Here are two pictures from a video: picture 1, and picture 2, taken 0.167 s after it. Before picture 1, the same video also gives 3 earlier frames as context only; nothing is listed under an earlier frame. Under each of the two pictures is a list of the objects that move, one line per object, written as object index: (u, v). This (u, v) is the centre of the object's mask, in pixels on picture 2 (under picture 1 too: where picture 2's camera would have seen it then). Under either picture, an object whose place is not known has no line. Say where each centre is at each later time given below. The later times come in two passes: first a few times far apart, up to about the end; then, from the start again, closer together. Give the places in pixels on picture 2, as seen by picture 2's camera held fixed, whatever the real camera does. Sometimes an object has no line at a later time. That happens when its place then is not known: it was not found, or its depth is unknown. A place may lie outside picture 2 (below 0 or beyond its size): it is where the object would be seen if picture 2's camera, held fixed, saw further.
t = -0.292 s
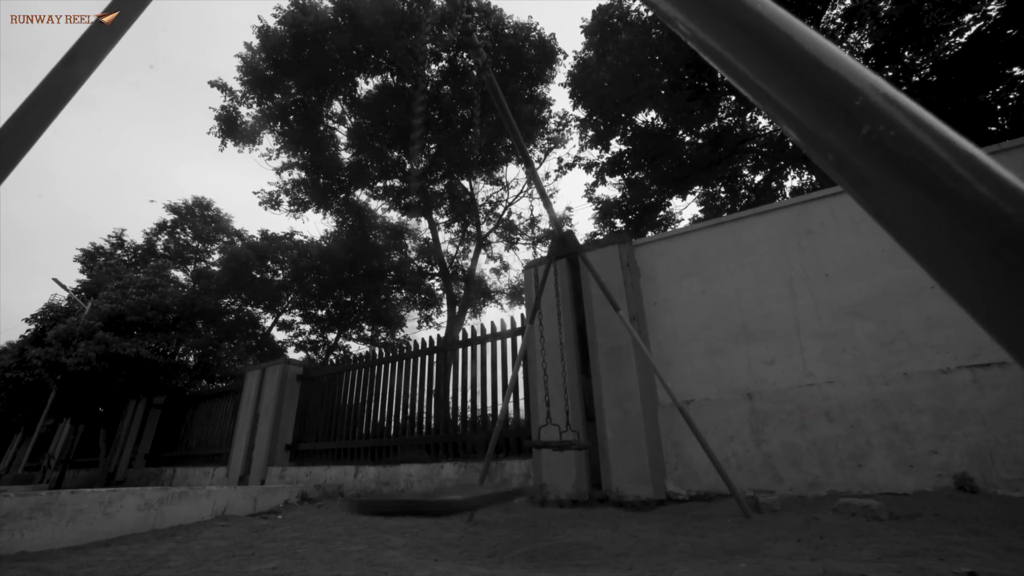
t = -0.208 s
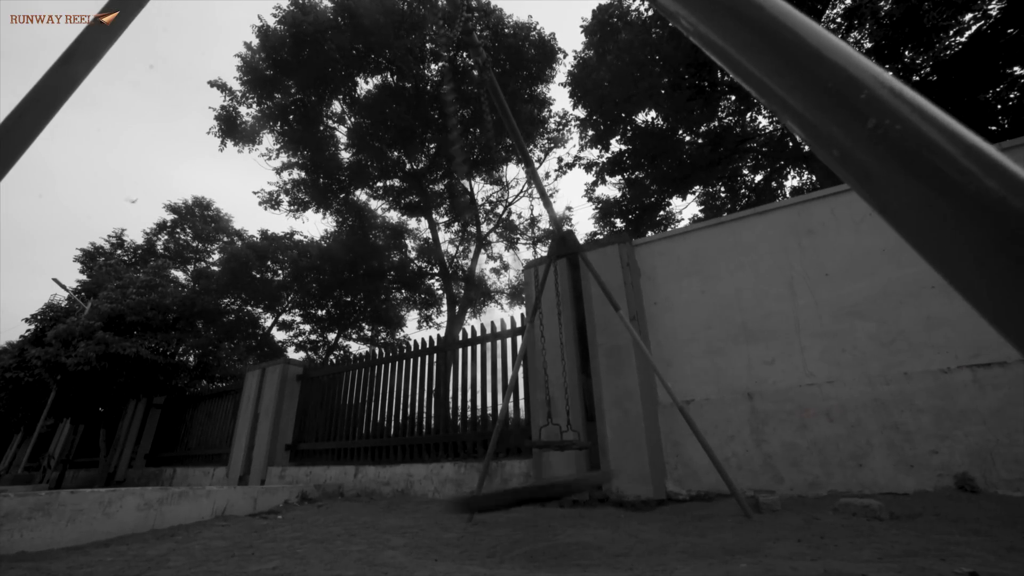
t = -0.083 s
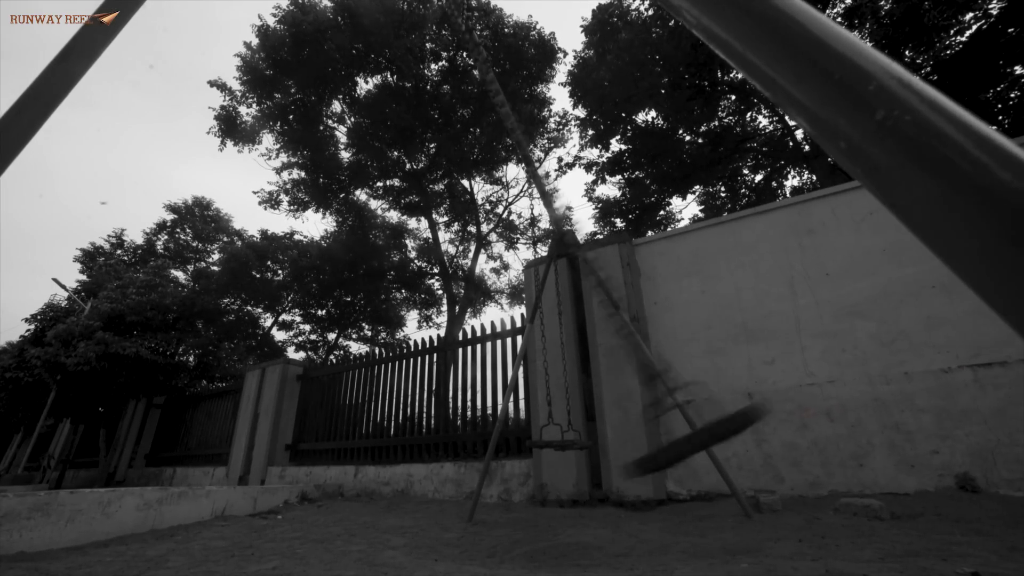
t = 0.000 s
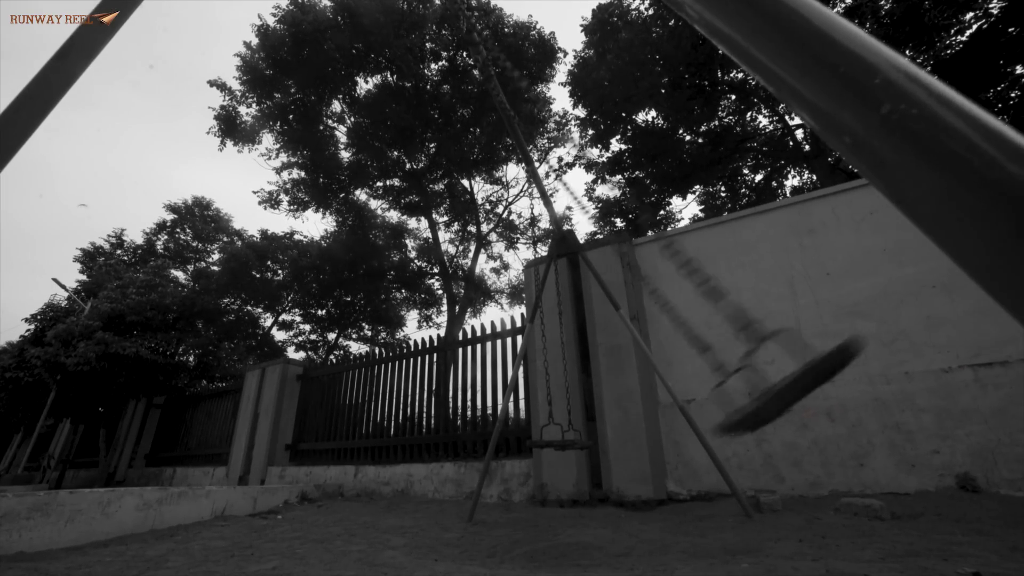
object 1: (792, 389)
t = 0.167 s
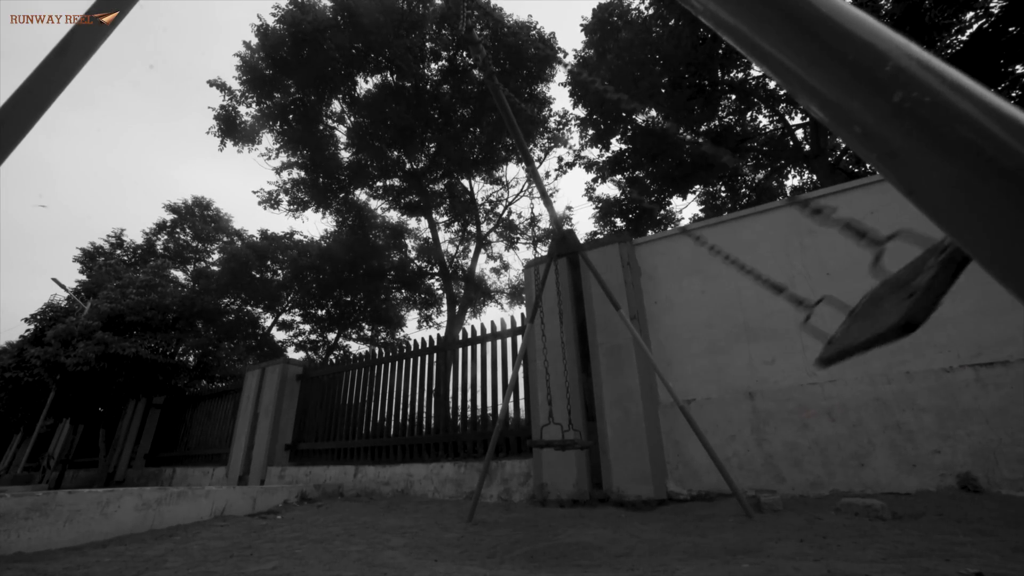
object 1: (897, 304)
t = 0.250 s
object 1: (917, 282)
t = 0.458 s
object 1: (930, 265)
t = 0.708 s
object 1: (894, 315)
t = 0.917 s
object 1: (674, 452)
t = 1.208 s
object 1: (313, 489)
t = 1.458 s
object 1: (167, 411)
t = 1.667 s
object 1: (123, 365)
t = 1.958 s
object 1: (128, 365)
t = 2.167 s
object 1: (186, 414)
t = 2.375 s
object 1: (296, 481)
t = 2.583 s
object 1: (501, 499)
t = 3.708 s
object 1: (715, 438)
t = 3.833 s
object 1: (506, 498)
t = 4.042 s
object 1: (284, 483)
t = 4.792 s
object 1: (118, 370)
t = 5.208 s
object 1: (304, 489)
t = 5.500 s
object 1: (668, 459)
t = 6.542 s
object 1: (657, 460)
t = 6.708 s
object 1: (420, 494)
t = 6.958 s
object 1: (235, 426)
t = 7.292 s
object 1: (165, 368)
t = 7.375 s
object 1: (164, 374)
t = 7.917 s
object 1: (291, 457)
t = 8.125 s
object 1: (440, 475)
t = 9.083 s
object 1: (659, 428)
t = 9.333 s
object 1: (430, 476)
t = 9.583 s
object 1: (325, 490)
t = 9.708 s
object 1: (299, 461)
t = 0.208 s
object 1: (909, 292)
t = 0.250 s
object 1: (917, 282)
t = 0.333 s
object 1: (925, 270)
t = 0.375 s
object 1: (927, 266)
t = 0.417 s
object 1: (928, 265)
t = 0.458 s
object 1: (930, 265)
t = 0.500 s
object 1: (930, 267)
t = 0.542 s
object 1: (930, 270)
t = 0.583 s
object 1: (927, 276)
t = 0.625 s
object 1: (920, 285)
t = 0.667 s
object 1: (911, 296)
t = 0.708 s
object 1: (894, 315)
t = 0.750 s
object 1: (861, 340)
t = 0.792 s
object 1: (829, 367)
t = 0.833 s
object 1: (789, 394)
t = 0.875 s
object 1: (735, 424)
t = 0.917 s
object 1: (674, 452)
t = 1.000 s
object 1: (544, 491)
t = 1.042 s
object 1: (488, 500)
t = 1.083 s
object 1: (440, 503)
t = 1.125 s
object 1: (395, 501)
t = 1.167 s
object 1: (350, 496)
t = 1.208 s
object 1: (313, 489)
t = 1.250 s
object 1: (278, 478)
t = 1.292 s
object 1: (248, 466)
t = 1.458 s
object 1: (167, 411)
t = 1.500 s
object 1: (155, 399)
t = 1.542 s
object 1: (141, 387)
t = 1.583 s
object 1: (128, 380)
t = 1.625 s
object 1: (124, 371)
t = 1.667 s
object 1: (123, 365)
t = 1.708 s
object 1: (125, 361)
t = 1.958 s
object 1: (128, 365)
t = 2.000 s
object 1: (130, 372)
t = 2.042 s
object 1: (138, 380)
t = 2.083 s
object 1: (166, 390)
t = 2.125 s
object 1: (176, 402)
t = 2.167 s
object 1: (186, 414)
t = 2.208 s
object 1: (204, 429)
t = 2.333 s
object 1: (269, 469)
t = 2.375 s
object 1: (296, 481)
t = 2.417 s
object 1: (330, 490)
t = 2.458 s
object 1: (367, 496)
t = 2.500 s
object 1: (412, 501)
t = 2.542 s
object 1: (455, 502)
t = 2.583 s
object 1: (501, 499)
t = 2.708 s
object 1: (685, 450)
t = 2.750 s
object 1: (743, 424)
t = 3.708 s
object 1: (715, 438)
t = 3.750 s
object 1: (639, 468)
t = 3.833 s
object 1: (506, 498)
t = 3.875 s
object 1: (453, 503)
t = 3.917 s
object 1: (410, 501)
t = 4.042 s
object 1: (284, 483)
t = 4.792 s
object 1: (118, 370)
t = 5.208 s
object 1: (304, 489)
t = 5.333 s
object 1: (431, 503)
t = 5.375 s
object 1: (480, 500)
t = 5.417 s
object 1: (532, 494)
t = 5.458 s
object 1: (592, 482)
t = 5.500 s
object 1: (668, 459)
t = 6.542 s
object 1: (657, 460)
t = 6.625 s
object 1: (519, 493)
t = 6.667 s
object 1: (466, 497)
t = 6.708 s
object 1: (420, 494)
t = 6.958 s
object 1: (235, 426)
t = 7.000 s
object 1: (217, 413)
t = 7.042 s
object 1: (202, 401)
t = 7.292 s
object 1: (165, 368)
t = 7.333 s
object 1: (164, 370)
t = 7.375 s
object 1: (164, 374)
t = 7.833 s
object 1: (253, 440)
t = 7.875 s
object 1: (271, 448)
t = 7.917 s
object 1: (291, 457)
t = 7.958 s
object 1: (310, 464)
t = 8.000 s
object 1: (331, 471)
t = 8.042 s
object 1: (362, 475)
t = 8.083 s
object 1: (401, 477)
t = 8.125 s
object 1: (440, 475)
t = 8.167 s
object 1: (482, 468)
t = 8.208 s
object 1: (522, 457)
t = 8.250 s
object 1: (560, 447)
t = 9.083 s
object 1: (659, 428)
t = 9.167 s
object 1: (582, 450)
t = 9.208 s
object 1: (547, 458)
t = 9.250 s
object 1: (510, 466)
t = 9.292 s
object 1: (467, 473)
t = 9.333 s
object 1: (430, 476)
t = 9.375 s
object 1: (399, 478)
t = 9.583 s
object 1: (325, 490)
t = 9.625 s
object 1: (314, 480)
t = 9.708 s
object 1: (299, 461)
